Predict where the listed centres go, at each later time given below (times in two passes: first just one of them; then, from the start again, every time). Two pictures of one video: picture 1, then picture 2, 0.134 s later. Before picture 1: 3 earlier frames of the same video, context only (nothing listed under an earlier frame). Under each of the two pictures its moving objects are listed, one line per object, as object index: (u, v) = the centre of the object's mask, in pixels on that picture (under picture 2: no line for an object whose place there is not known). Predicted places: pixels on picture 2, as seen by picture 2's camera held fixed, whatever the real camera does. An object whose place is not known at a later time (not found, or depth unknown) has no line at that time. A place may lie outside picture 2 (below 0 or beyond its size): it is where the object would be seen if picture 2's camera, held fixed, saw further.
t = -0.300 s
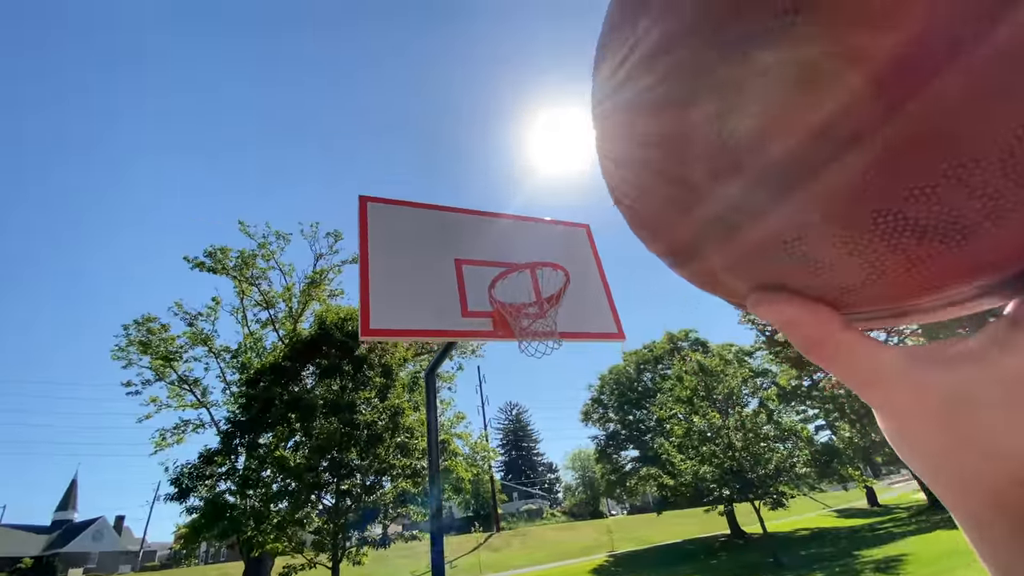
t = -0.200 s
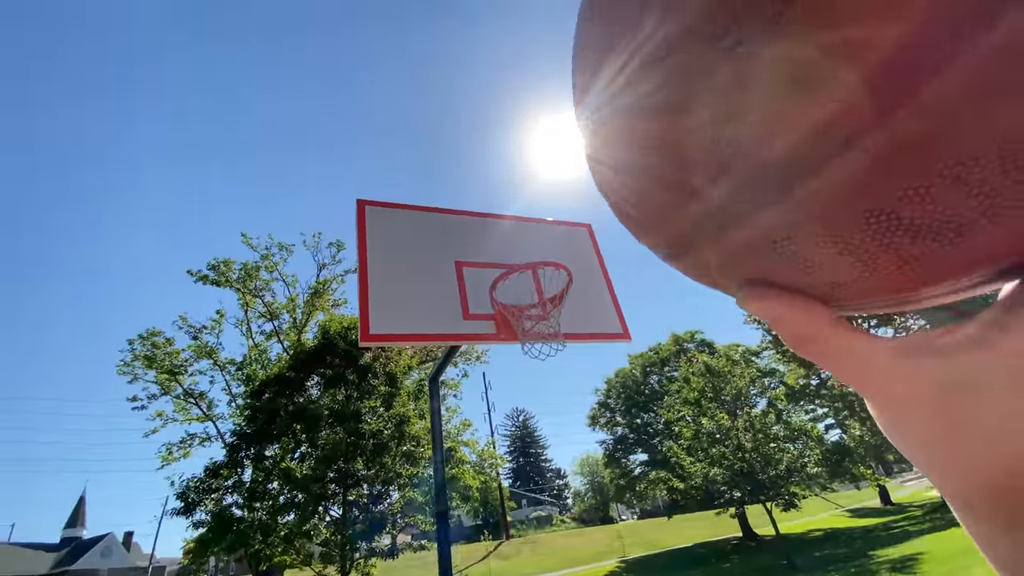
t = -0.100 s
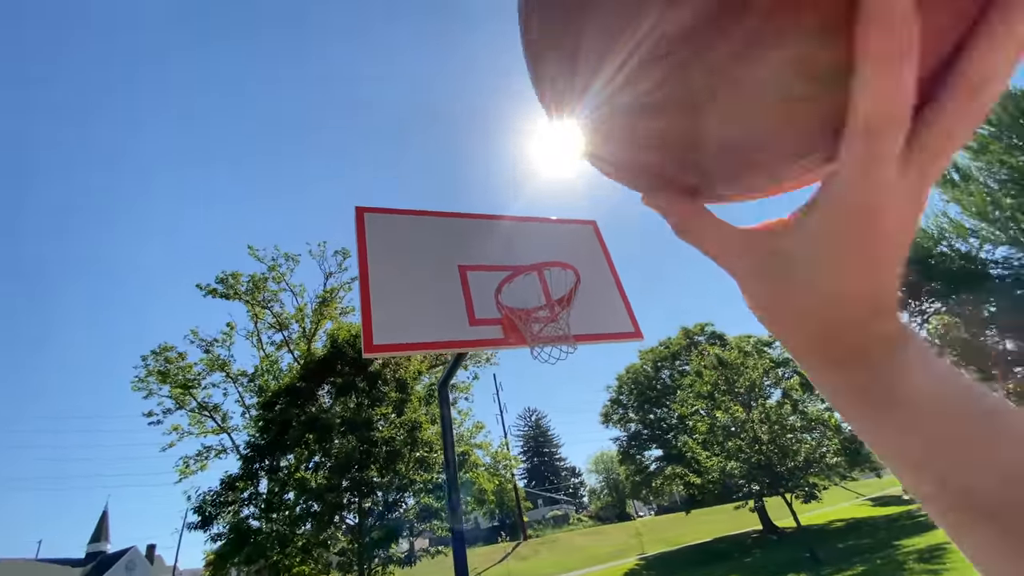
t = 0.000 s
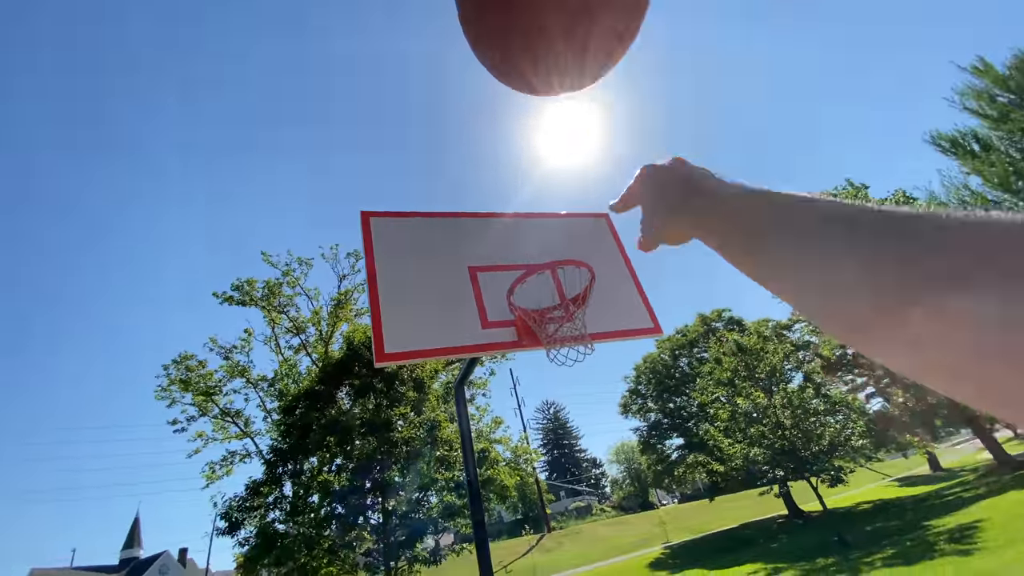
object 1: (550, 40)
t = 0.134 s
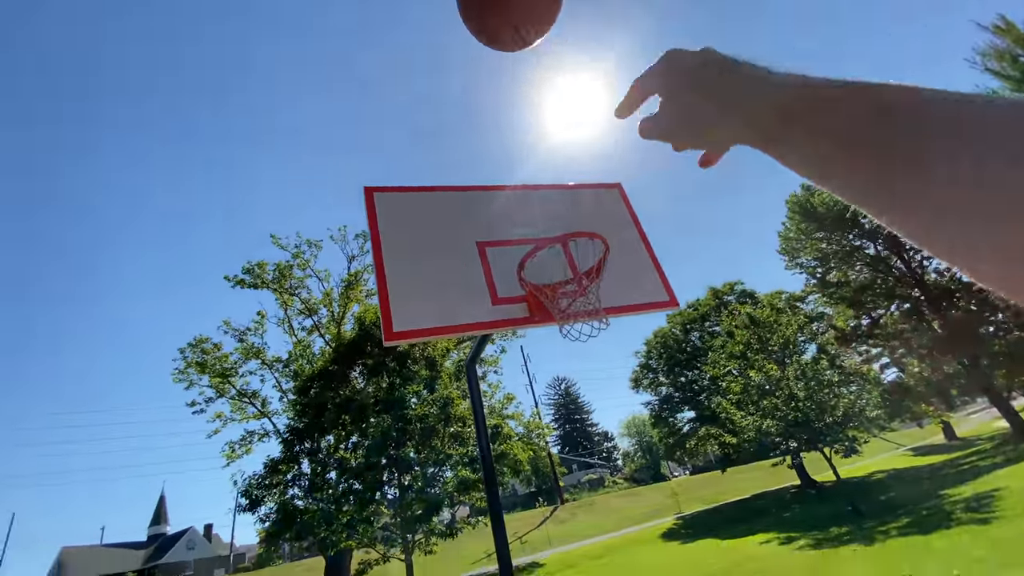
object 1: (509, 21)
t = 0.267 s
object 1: (501, 47)
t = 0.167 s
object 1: (506, 27)
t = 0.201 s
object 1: (503, 33)
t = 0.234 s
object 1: (501, 38)
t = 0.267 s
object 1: (501, 47)
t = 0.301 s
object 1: (502, 57)
